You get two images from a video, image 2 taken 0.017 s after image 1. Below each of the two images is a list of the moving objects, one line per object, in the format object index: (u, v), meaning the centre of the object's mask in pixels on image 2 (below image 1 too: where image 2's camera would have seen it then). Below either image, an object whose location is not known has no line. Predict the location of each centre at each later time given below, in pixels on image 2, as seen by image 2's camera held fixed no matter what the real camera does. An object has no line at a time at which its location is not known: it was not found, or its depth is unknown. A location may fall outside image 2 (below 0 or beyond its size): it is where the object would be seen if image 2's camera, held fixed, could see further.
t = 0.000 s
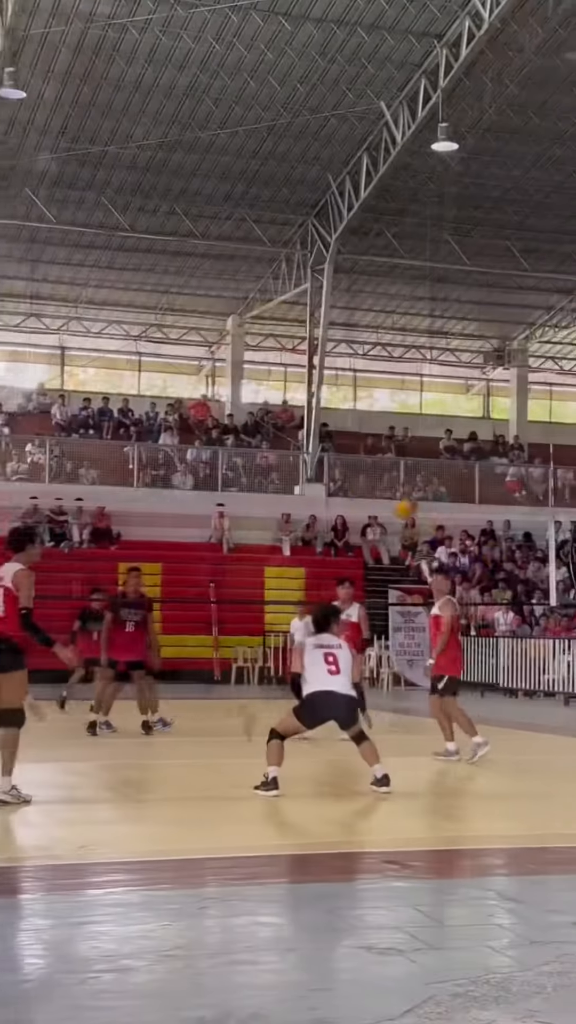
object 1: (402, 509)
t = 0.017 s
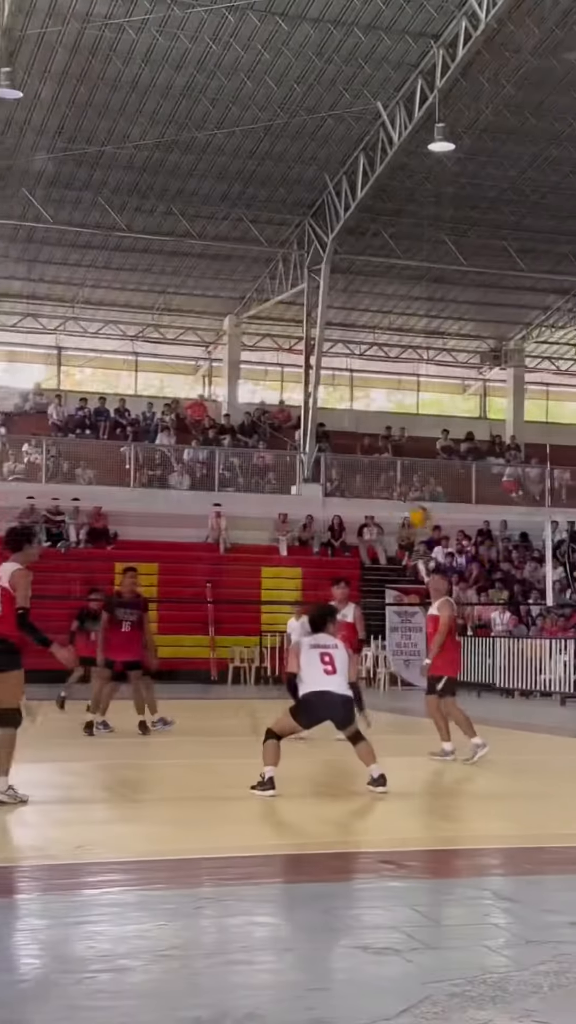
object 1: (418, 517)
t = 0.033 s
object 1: (436, 526)
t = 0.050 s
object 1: (454, 536)
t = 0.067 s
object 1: (473, 547)
